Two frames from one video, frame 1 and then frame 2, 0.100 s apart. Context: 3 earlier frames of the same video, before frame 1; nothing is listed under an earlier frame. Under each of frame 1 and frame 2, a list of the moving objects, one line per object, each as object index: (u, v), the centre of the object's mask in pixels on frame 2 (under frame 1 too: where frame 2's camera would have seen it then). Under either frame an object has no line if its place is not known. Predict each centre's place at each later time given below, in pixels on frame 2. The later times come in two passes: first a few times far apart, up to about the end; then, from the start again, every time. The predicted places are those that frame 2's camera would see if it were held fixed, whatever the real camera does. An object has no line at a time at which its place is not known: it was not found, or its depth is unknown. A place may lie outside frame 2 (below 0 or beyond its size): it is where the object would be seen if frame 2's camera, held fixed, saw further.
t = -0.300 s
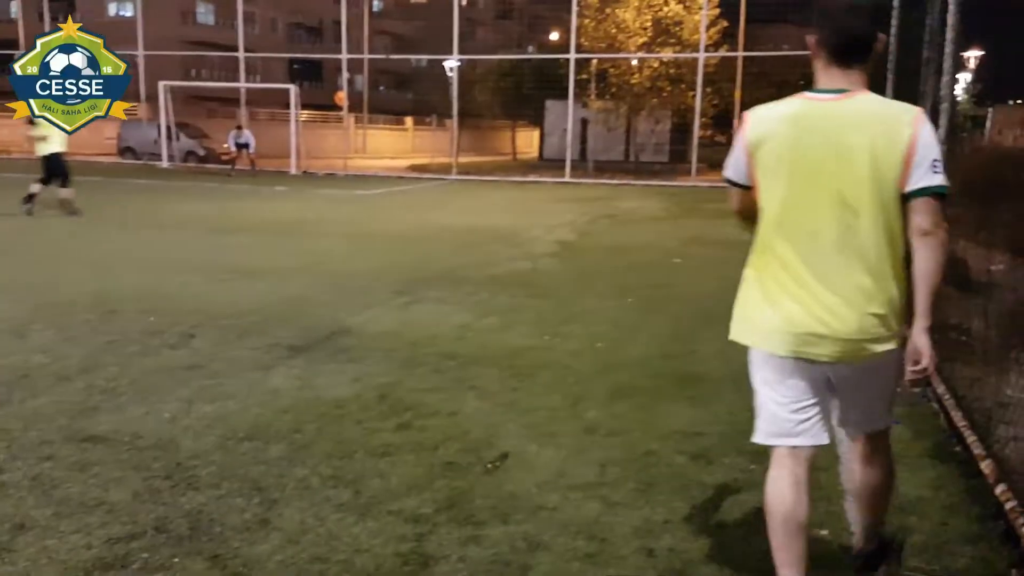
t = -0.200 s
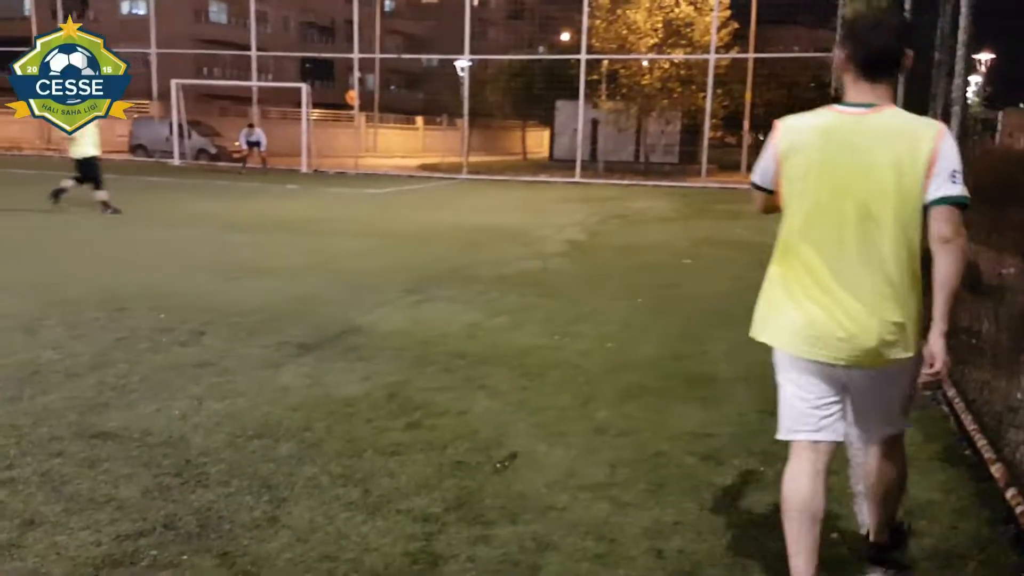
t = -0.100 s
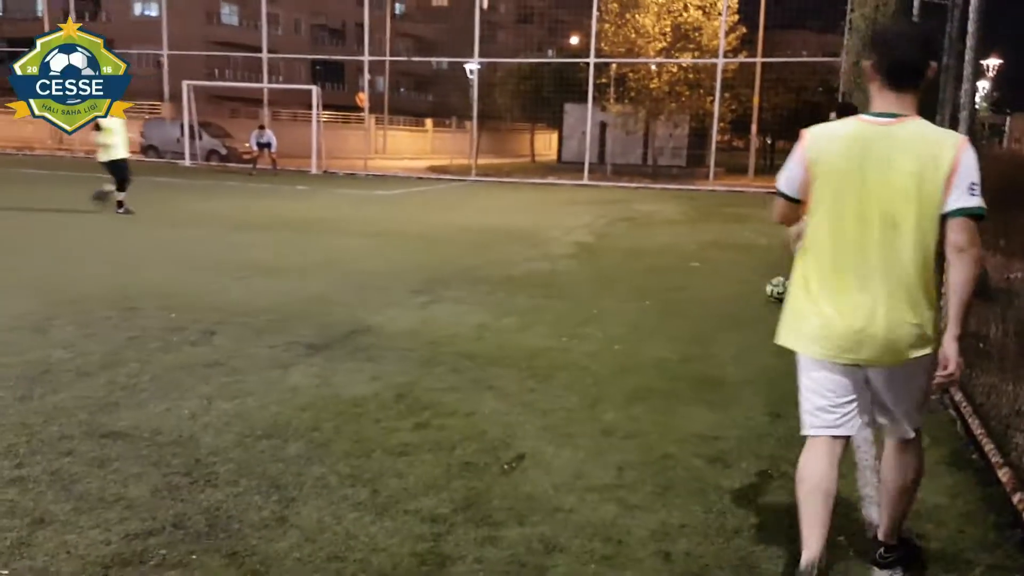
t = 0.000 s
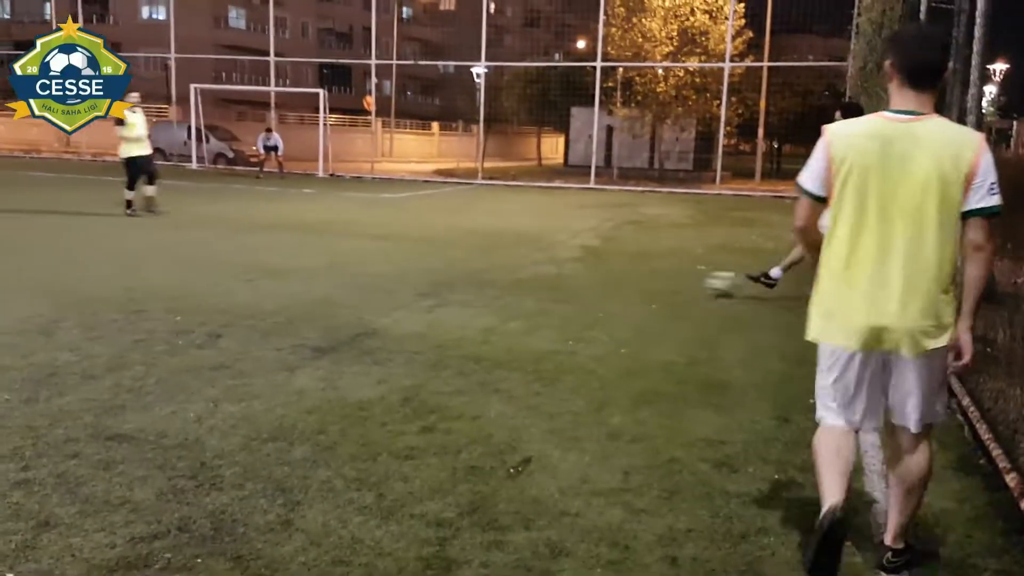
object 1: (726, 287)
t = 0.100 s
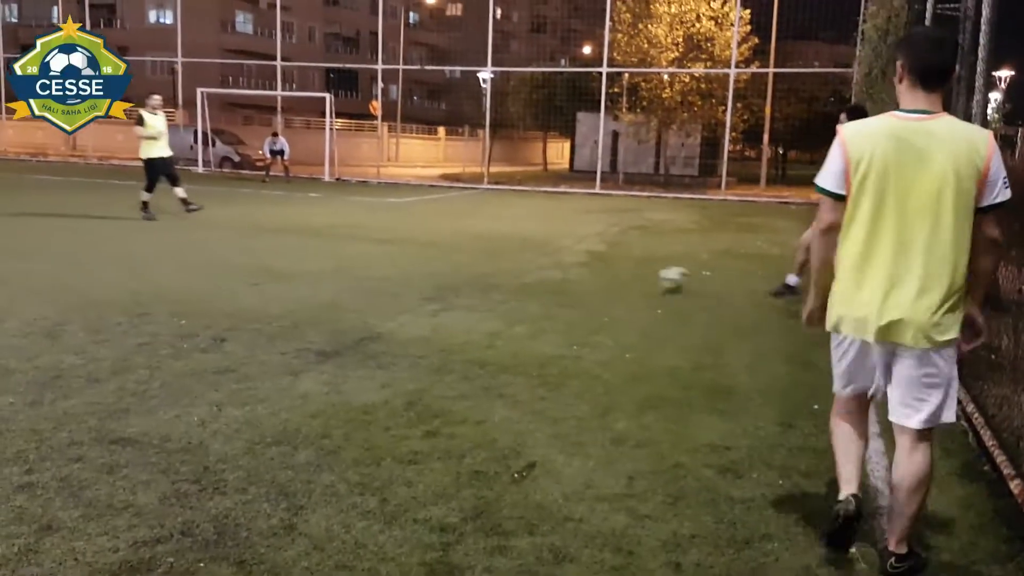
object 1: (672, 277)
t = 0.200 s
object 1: (626, 273)
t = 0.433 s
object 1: (554, 259)
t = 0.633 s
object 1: (506, 253)
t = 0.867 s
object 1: (457, 246)
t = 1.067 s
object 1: (420, 240)
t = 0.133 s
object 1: (656, 276)
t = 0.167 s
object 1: (640, 275)
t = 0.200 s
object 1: (626, 273)
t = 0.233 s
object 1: (615, 268)
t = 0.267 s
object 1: (603, 265)
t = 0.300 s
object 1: (592, 263)
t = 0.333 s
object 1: (581, 263)
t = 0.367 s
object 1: (571, 263)
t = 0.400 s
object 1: (561, 262)
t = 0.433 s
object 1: (554, 259)
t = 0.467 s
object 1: (545, 256)
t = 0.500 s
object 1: (537, 255)
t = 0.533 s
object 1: (529, 255)
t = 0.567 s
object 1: (521, 256)
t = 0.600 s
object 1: (514, 256)
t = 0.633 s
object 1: (506, 253)
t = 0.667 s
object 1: (498, 251)
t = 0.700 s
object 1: (491, 251)
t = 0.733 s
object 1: (483, 251)
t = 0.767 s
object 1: (476, 250)
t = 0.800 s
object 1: (469, 248)
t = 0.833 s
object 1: (463, 247)
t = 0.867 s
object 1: (457, 246)
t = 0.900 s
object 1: (450, 245)
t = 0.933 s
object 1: (443, 244)
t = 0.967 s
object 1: (437, 243)
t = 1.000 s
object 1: (432, 242)
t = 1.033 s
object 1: (425, 241)
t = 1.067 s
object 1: (420, 240)
